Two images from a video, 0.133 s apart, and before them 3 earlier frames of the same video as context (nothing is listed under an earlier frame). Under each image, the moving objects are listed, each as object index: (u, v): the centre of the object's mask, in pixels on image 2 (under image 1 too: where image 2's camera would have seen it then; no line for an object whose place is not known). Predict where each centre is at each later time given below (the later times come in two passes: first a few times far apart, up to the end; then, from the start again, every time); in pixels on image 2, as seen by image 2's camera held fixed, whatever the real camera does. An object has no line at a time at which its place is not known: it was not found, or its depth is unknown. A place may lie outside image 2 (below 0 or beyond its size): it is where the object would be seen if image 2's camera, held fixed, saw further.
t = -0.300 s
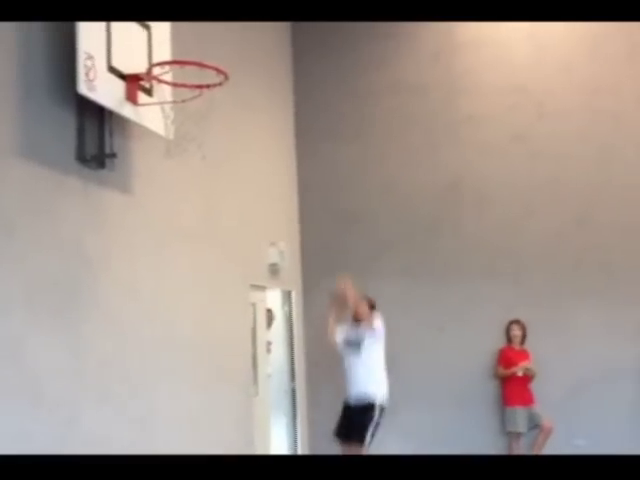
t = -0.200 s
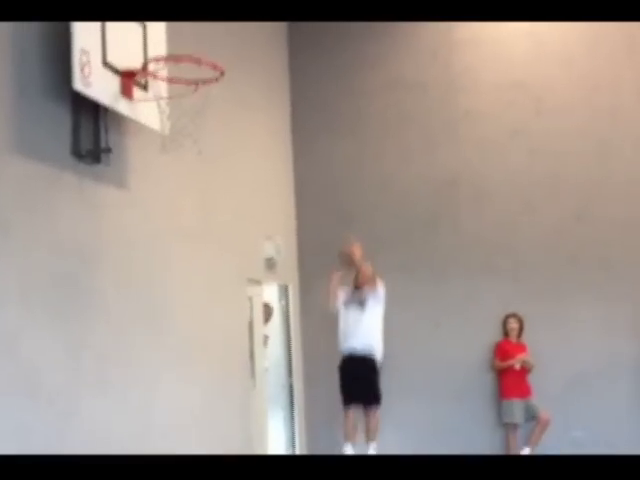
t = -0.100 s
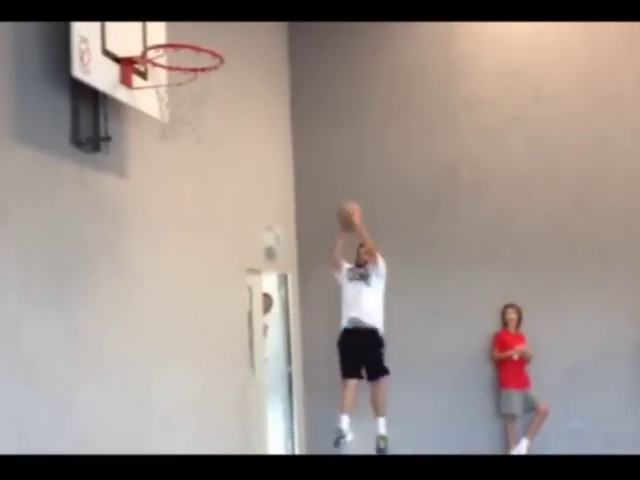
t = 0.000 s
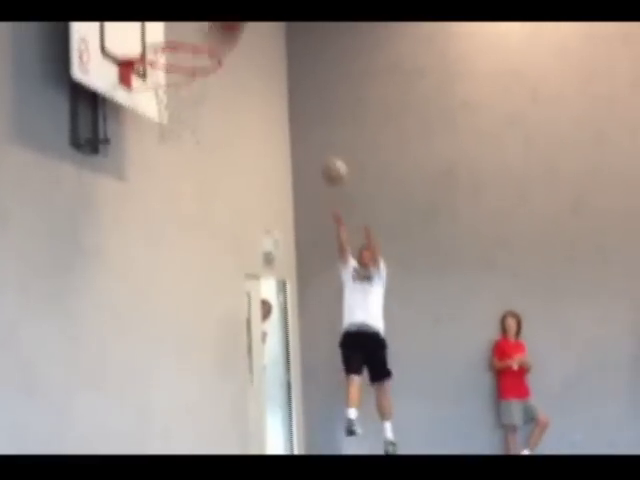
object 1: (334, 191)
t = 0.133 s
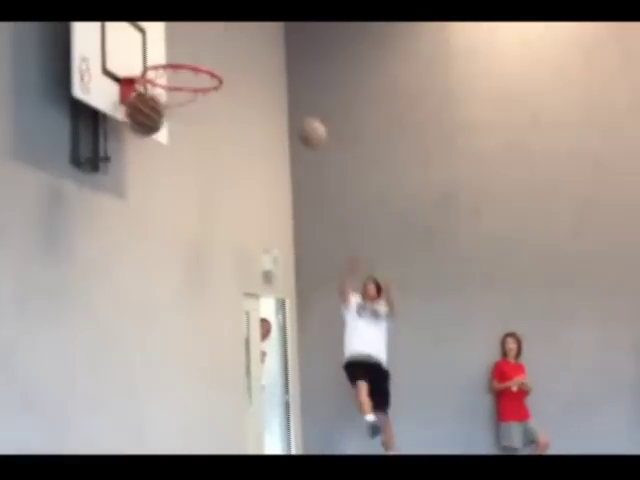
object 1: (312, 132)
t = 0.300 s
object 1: (283, 83)
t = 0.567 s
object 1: (224, 61)
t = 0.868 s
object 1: (206, 52)
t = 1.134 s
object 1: (221, 99)
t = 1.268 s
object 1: (227, 149)
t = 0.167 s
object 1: (307, 121)
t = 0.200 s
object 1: (301, 108)
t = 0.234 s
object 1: (295, 99)
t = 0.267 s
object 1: (288, 90)
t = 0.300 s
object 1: (283, 83)
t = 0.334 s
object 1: (277, 76)
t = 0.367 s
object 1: (269, 68)
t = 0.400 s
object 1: (262, 64)
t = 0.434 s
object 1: (255, 60)
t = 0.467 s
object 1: (248, 58)
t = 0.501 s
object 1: (241, 57)
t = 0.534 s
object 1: (234, 57)
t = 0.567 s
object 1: (224, 61)
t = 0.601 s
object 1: (215, 66)
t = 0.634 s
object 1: (207, 70)
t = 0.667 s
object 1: (194, 86)
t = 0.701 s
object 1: (195, 77)
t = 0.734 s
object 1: (196, 66)
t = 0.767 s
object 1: (201, 60)
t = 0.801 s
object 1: (203, 54)
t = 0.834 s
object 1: (204, 53)
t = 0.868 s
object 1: (206, 52)
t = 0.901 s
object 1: (208, 53)
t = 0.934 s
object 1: (210, 54)
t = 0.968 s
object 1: (212, 56)
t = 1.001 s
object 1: (214, 61)
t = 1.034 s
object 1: (215, 69)
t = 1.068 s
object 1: (218, 76)
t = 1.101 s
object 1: (218, 85)
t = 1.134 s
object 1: (221, 99)
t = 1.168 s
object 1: (221, 107)
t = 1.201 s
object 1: (223, 120)
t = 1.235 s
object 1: (225, 133)
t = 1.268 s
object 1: (227, 149)
